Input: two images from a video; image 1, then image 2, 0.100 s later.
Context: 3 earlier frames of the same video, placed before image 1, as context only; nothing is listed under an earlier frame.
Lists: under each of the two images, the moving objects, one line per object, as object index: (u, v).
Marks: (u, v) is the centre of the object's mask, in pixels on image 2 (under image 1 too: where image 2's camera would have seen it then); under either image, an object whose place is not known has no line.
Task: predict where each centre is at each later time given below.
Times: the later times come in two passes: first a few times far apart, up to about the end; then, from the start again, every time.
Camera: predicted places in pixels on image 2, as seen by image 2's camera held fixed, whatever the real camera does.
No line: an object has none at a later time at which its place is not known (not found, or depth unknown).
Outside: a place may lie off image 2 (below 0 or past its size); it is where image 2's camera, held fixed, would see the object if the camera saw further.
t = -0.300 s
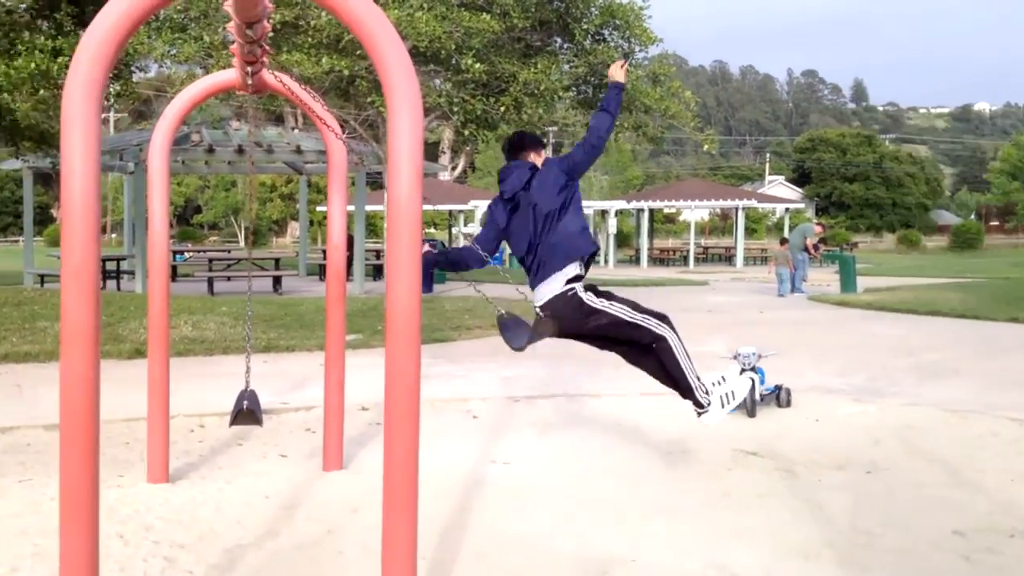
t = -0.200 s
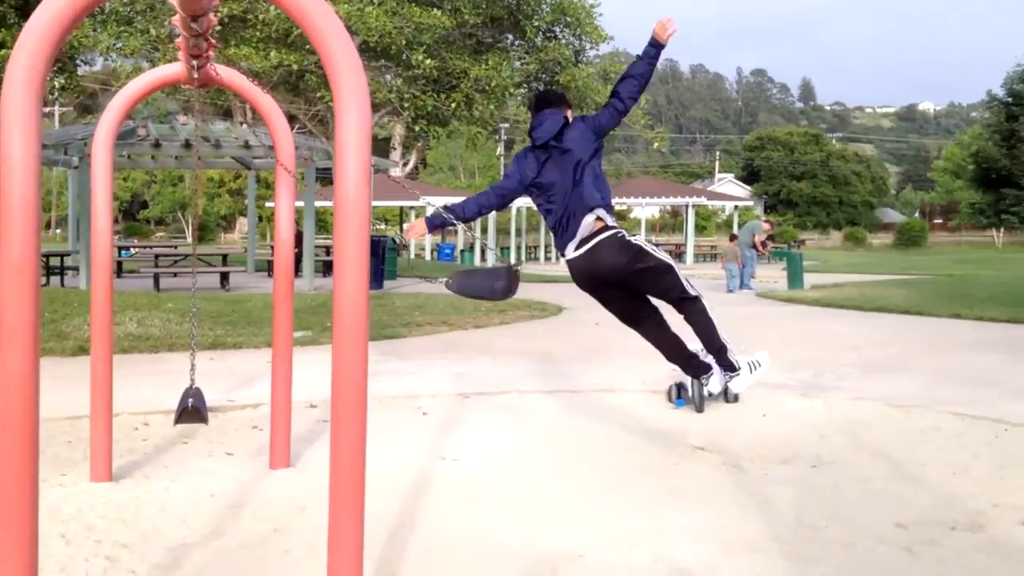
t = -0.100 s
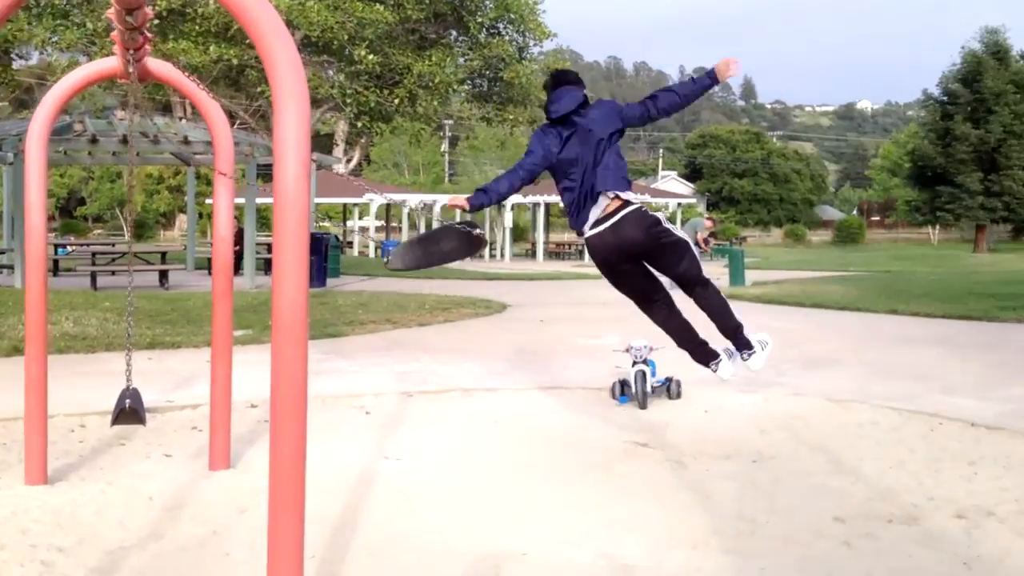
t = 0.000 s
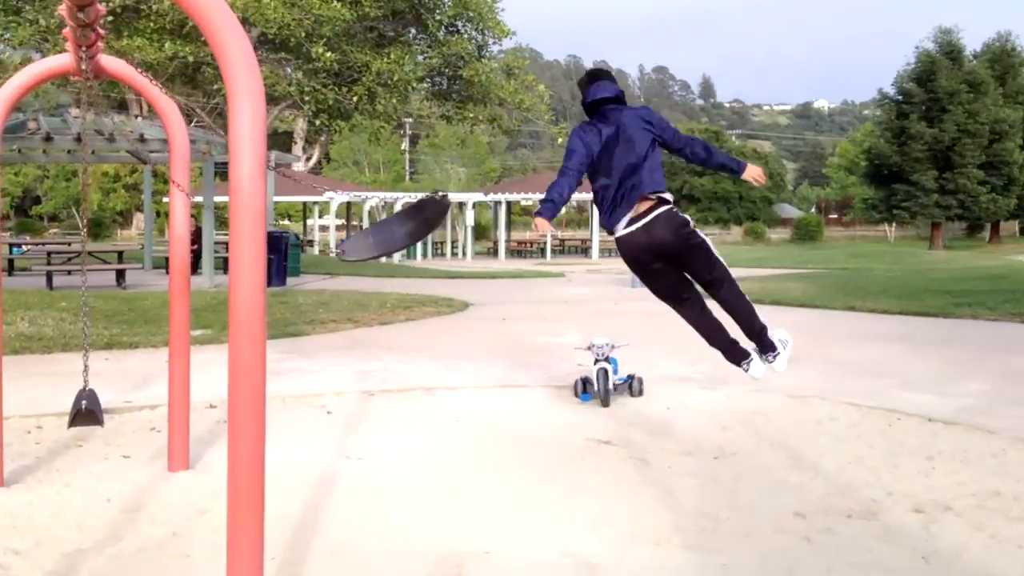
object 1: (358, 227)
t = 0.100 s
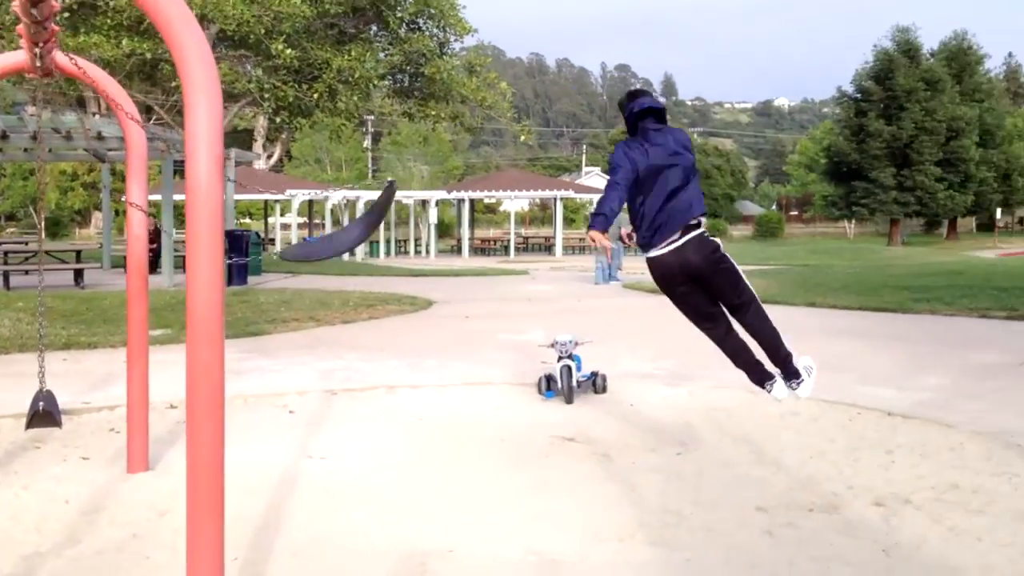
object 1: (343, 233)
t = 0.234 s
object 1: (323, 275)
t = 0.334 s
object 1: (290, 332)
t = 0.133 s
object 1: (337, 238)
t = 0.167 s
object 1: (330, 247)
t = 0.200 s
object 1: (327, 261)
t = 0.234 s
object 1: (323, 275)
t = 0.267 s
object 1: (312, 290)
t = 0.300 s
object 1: (302, 312)
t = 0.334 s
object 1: (290, 332)
